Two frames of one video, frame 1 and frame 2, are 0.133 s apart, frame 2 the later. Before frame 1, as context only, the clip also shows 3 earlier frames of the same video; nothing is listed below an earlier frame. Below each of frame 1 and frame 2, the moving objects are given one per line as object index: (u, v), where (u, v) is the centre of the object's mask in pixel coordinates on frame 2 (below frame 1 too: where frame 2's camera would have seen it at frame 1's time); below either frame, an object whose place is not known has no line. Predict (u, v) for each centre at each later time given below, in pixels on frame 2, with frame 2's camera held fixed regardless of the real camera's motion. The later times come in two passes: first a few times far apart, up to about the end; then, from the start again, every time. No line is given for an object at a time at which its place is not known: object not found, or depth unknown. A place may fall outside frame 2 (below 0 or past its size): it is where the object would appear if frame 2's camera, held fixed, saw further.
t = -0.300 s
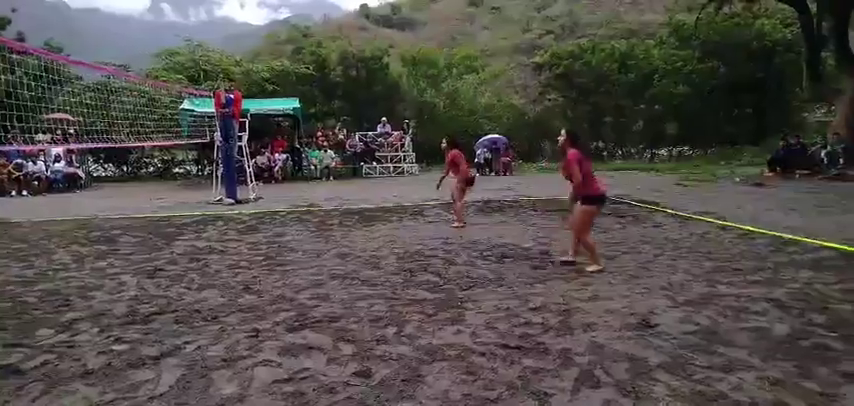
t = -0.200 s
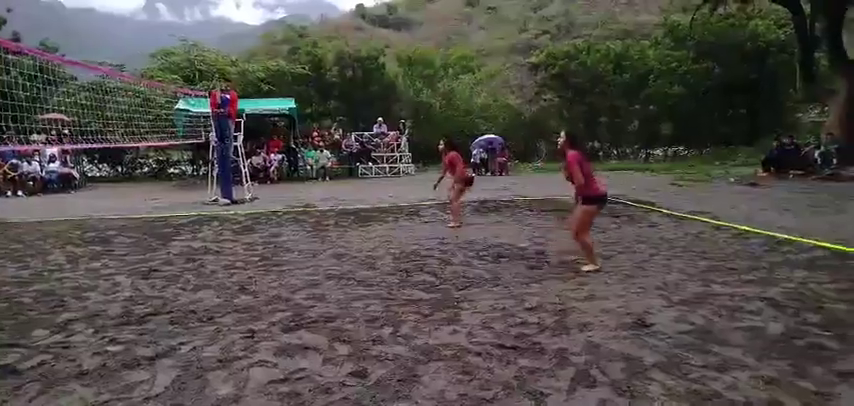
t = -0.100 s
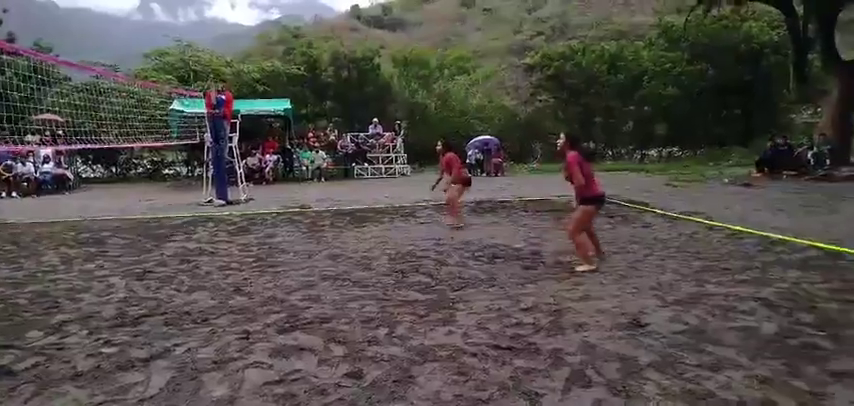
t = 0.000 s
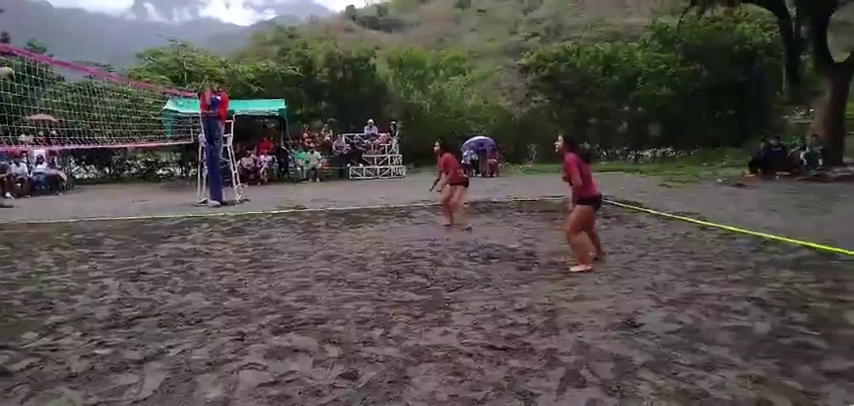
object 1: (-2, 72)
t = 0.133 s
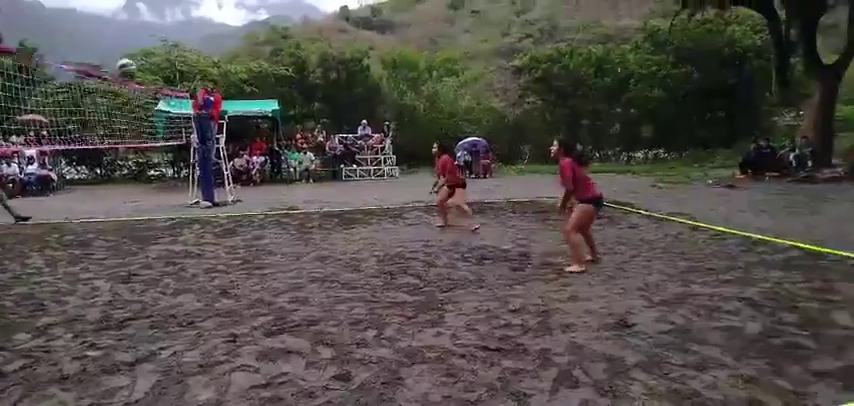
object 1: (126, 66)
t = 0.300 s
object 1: (286, 75)
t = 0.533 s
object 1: (509, 129)
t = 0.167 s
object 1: (158, 65)
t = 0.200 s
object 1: (188, 65)
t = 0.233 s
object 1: (222, 67)
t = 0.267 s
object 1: (254, 70)
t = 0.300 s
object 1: (286, 75)
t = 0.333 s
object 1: (318, 78)
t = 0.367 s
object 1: (351, 85)
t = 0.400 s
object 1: (382, 90)
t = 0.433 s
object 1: (415, 98)
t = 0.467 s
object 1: (447, 108)
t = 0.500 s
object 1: (477, 118)
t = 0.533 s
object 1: (509, 129)
